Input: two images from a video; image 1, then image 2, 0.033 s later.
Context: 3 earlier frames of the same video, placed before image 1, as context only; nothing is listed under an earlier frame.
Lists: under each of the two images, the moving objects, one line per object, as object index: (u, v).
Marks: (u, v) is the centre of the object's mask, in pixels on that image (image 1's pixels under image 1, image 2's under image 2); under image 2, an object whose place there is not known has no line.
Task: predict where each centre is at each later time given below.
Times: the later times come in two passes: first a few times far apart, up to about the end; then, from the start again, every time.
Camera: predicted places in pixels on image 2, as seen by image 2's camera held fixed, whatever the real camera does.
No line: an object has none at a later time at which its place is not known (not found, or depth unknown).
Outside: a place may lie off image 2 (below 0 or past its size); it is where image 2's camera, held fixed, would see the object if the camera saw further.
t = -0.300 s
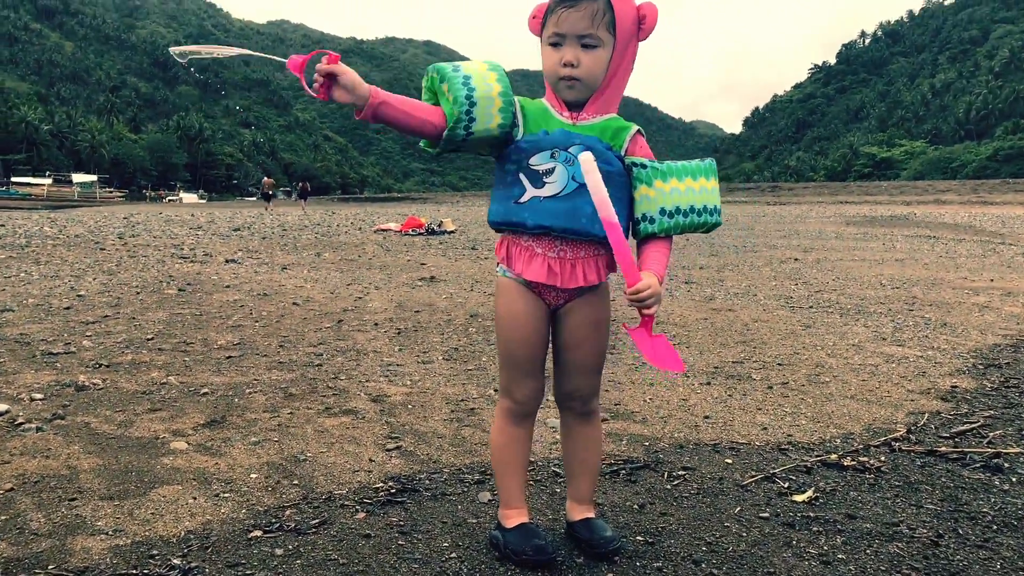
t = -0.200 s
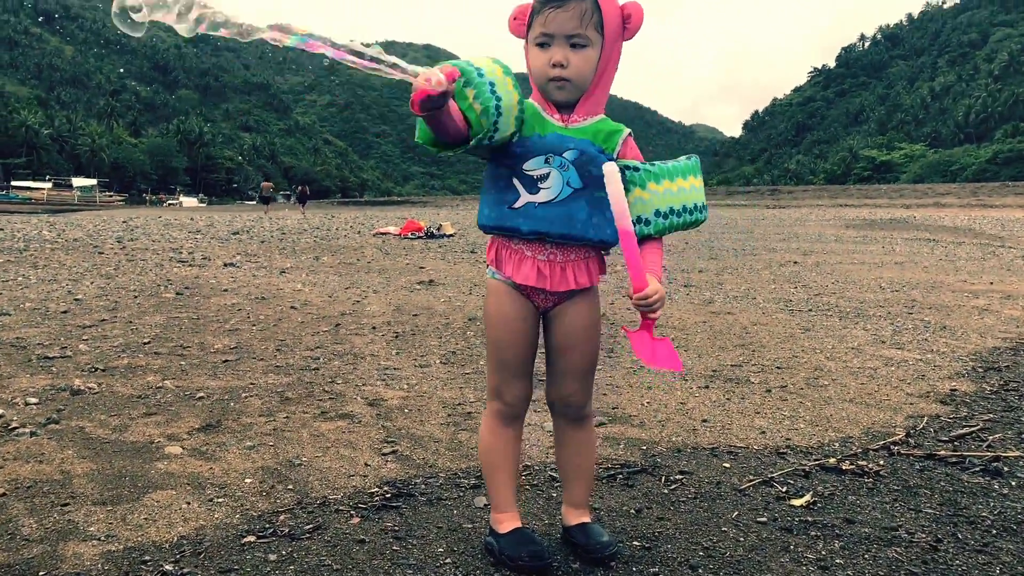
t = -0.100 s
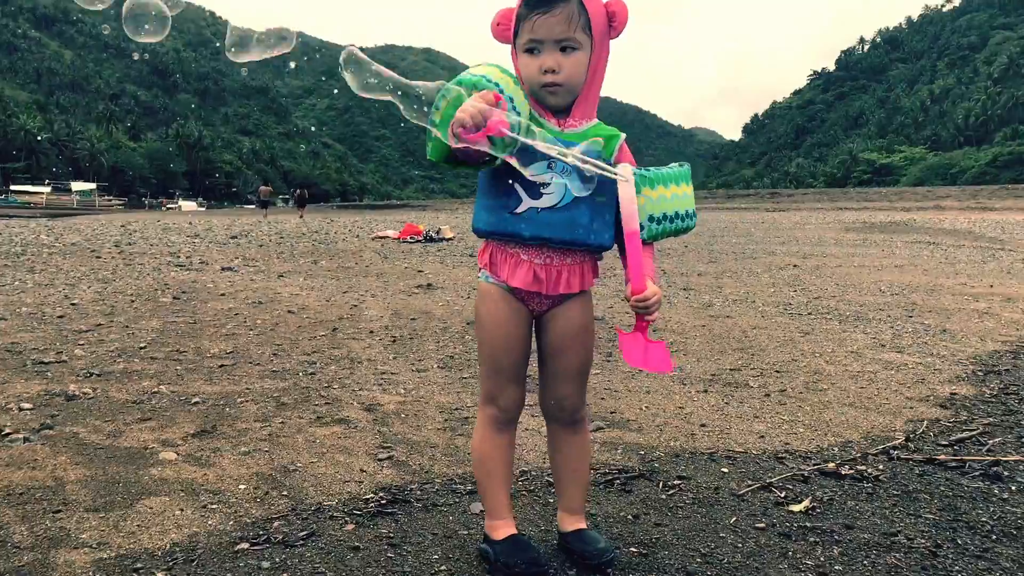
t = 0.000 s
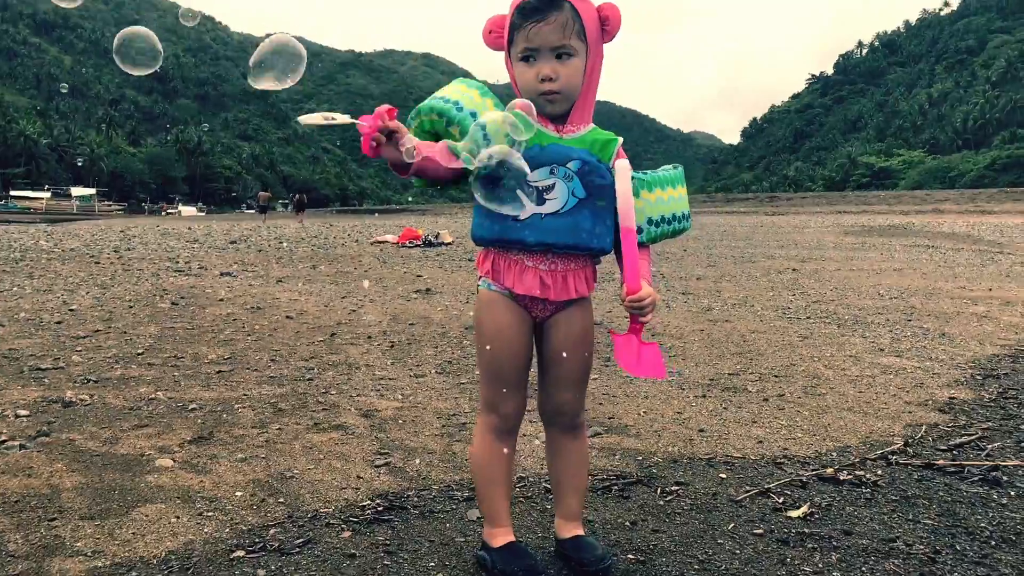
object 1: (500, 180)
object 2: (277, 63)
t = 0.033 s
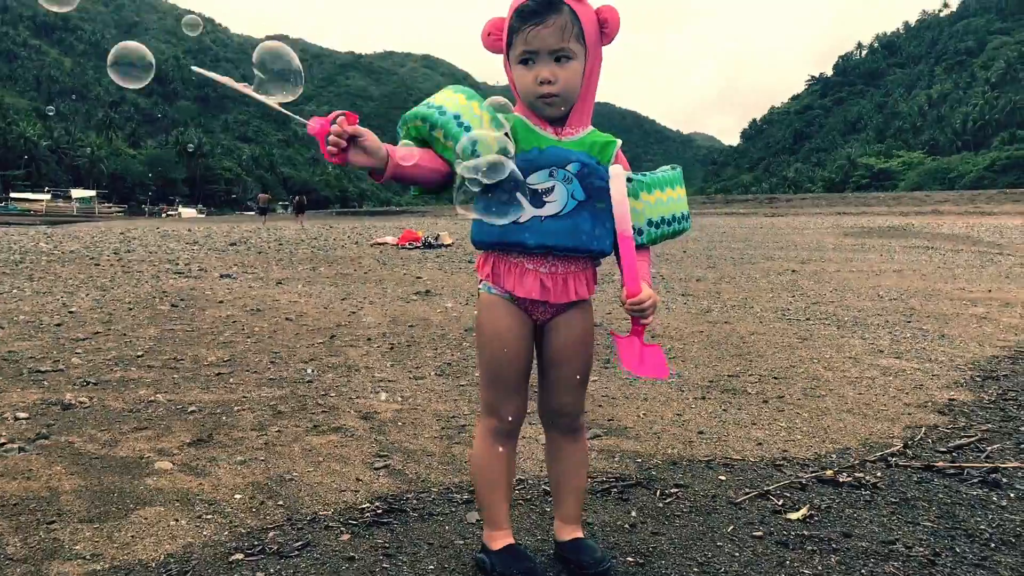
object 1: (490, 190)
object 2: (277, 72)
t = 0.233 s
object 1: (393, 234)
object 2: (226, 152)
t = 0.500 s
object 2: (142, 247)
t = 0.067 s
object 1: (475, 194)
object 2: (273, 84)
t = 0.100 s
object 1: (459, 203)
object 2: (269, 97)
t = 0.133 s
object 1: (448, 210)
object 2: (259, 111)
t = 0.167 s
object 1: (430, 215)
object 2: (249, 124)
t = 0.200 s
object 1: (411, 225)
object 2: (238, 139)
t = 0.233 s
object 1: (393, 234)
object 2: (226, 152)
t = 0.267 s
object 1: (377, 241)
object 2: (214, 165)
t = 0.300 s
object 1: (377, 244)
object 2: (202, 180)
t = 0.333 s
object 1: (364, 250)
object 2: (190, 192)
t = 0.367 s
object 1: (347, 258)
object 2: (180, 206)
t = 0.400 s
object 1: (332, 265)
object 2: (170, 217)
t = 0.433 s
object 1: (316, 271)
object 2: (161, 228)
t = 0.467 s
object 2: (152, 238)
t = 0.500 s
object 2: (142, 247)
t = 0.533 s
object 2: (134, 255)
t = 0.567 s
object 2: (124, 263)
